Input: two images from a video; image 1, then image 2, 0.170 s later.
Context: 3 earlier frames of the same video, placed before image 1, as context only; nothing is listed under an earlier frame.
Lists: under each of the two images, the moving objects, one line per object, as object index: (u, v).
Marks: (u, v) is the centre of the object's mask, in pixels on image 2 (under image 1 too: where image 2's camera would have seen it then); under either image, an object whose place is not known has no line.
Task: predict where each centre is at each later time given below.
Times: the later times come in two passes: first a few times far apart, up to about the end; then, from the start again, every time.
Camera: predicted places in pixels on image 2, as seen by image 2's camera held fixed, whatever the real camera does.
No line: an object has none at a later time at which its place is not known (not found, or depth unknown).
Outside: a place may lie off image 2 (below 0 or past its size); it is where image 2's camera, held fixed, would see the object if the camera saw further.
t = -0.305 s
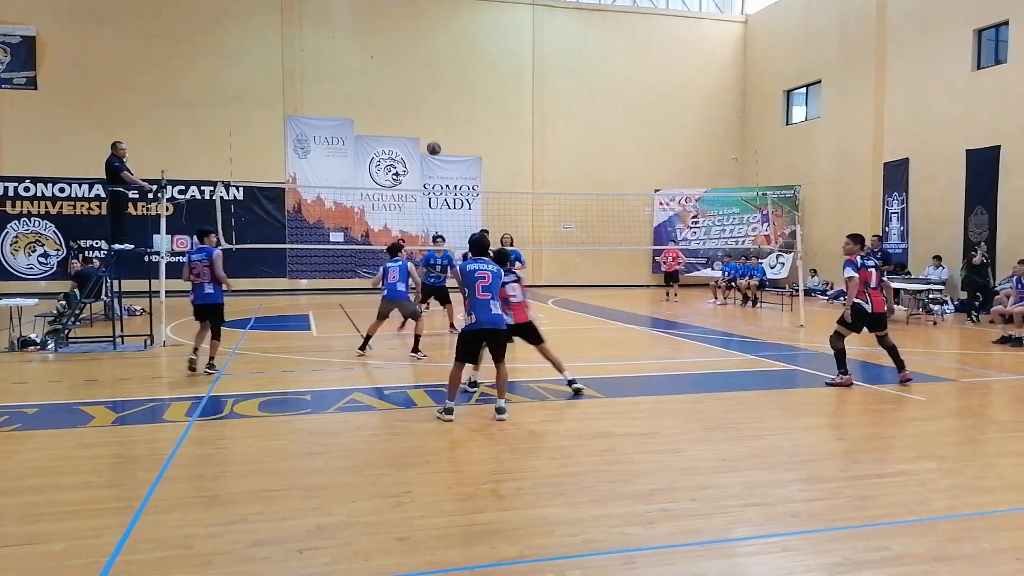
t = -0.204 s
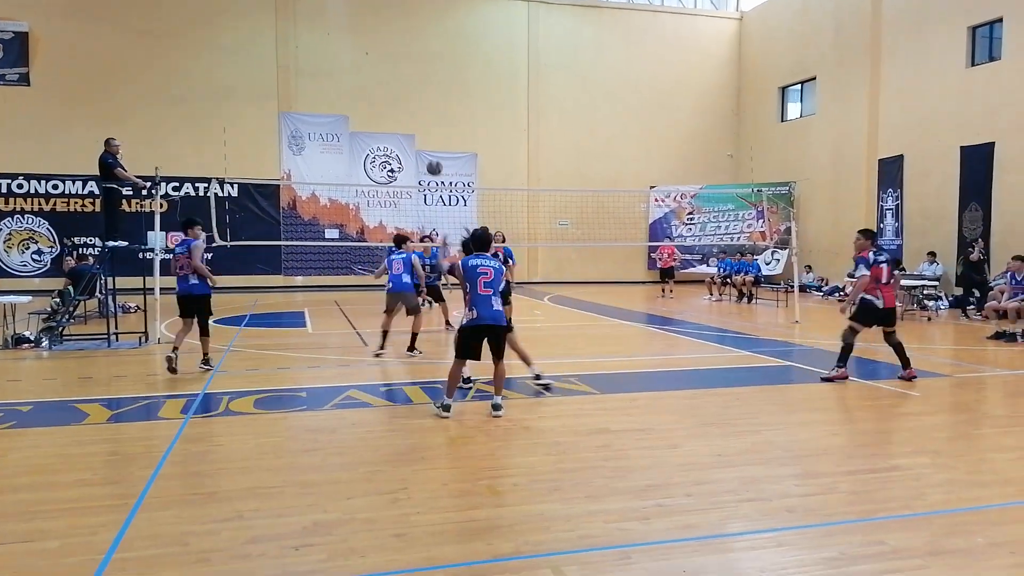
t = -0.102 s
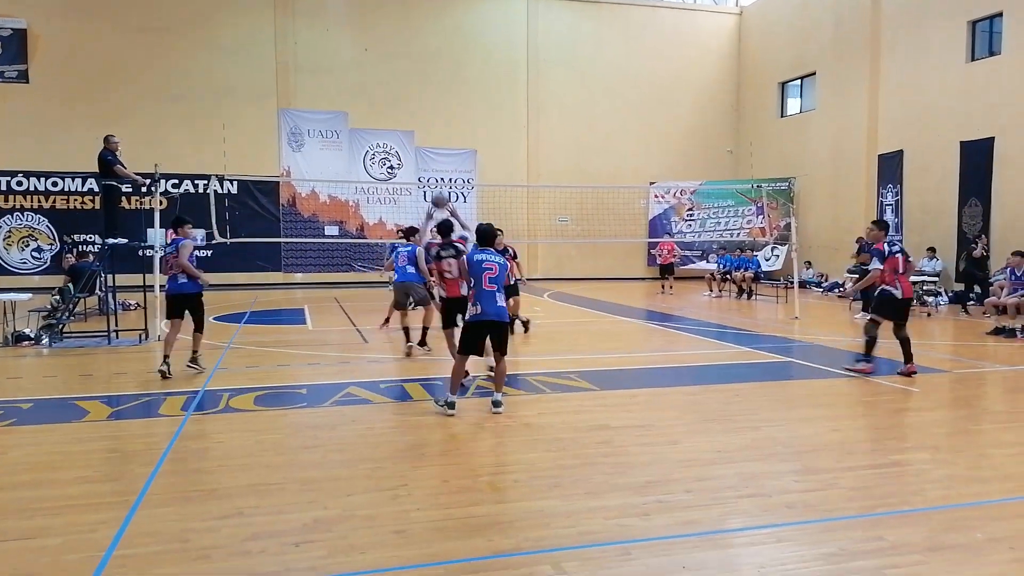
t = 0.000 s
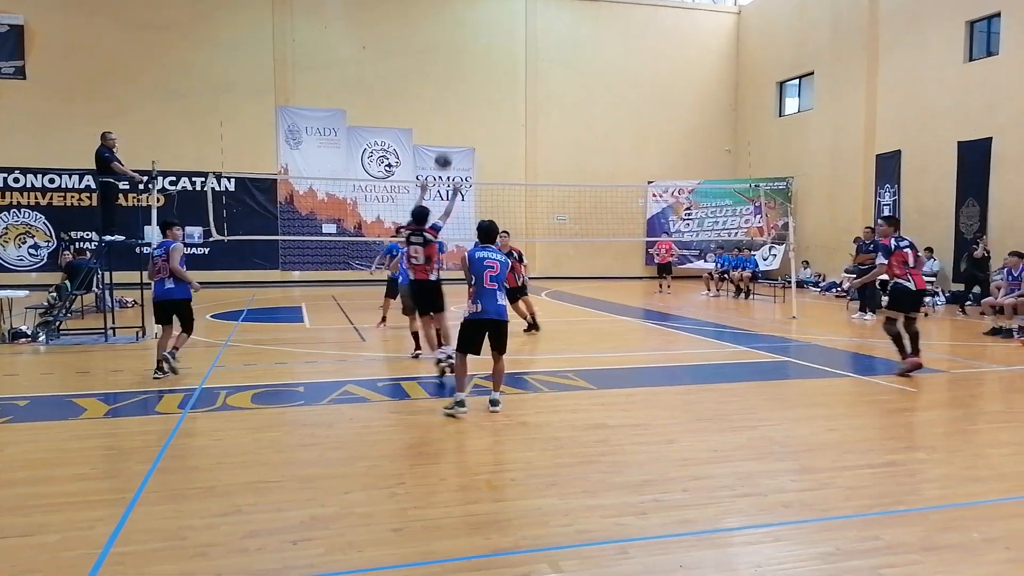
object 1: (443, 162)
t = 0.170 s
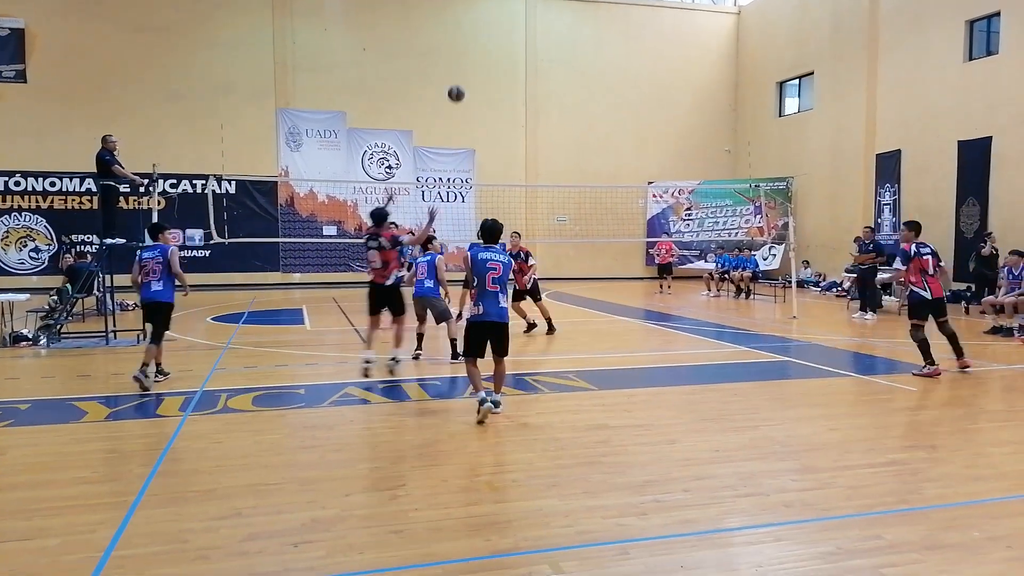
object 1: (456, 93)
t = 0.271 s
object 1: (462, 67)
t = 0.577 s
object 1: (482, 44)
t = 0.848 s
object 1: (497, 81)
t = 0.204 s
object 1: (458, 84)
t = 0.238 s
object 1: (460, 74)
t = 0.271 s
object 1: (462, 67)
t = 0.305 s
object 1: (465, 60)
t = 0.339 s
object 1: (467, 55)
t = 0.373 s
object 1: (469, 51)
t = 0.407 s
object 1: (471, 47)
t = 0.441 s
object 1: (473, 44)
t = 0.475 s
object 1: (475, 43)
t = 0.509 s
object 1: (477, 42)
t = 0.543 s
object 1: (480, 43)
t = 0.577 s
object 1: (482, 44)
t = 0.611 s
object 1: (484, 45)
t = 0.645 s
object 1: (486, 48)
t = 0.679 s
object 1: (487, 52)
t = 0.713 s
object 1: (489, 56)
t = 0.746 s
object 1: (492, 61)
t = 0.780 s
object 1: (493, 67)
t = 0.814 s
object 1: (495, 74)
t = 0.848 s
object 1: (497, 81)
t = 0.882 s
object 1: (499, 89)
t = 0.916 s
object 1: (501, 97)
